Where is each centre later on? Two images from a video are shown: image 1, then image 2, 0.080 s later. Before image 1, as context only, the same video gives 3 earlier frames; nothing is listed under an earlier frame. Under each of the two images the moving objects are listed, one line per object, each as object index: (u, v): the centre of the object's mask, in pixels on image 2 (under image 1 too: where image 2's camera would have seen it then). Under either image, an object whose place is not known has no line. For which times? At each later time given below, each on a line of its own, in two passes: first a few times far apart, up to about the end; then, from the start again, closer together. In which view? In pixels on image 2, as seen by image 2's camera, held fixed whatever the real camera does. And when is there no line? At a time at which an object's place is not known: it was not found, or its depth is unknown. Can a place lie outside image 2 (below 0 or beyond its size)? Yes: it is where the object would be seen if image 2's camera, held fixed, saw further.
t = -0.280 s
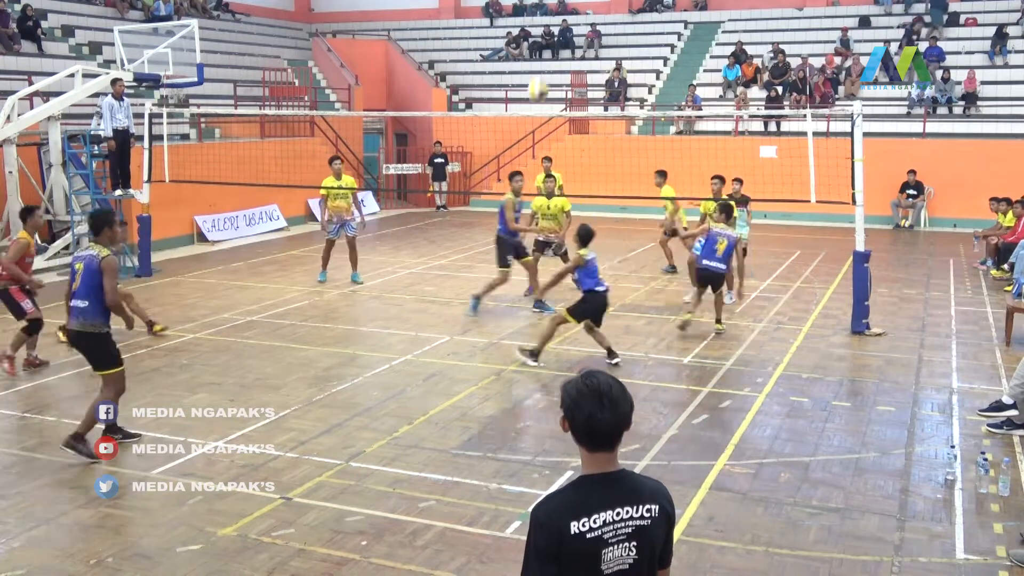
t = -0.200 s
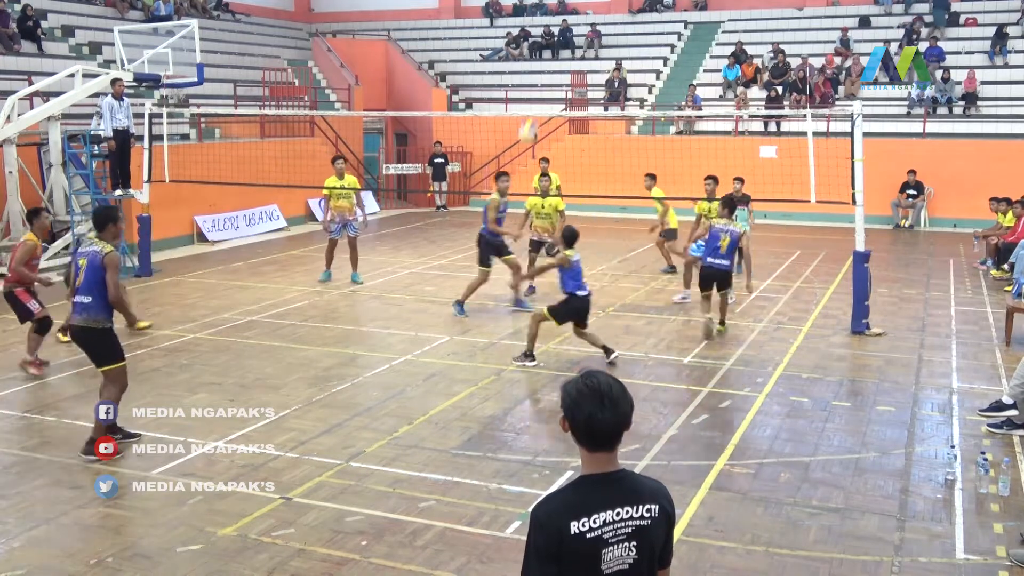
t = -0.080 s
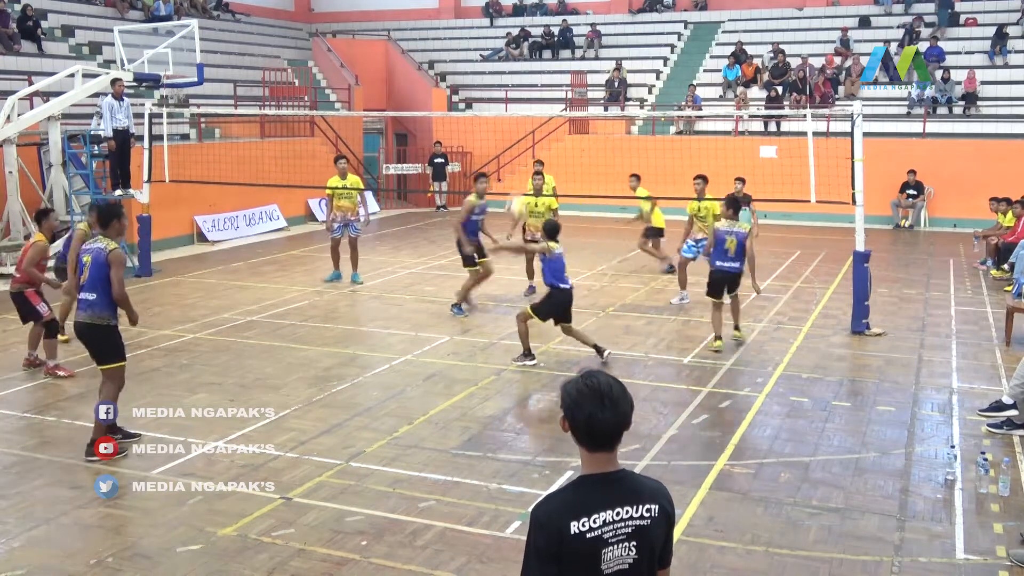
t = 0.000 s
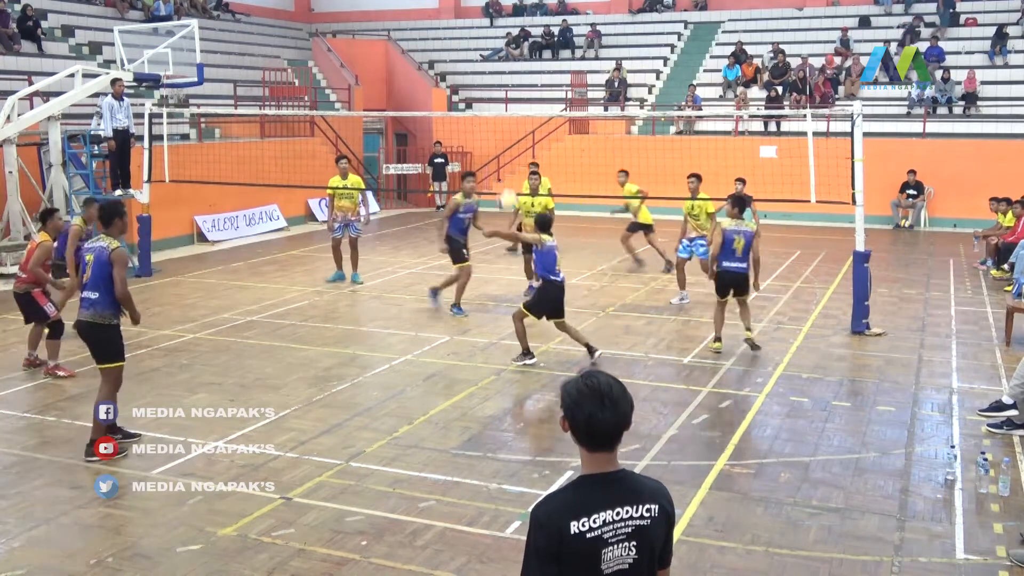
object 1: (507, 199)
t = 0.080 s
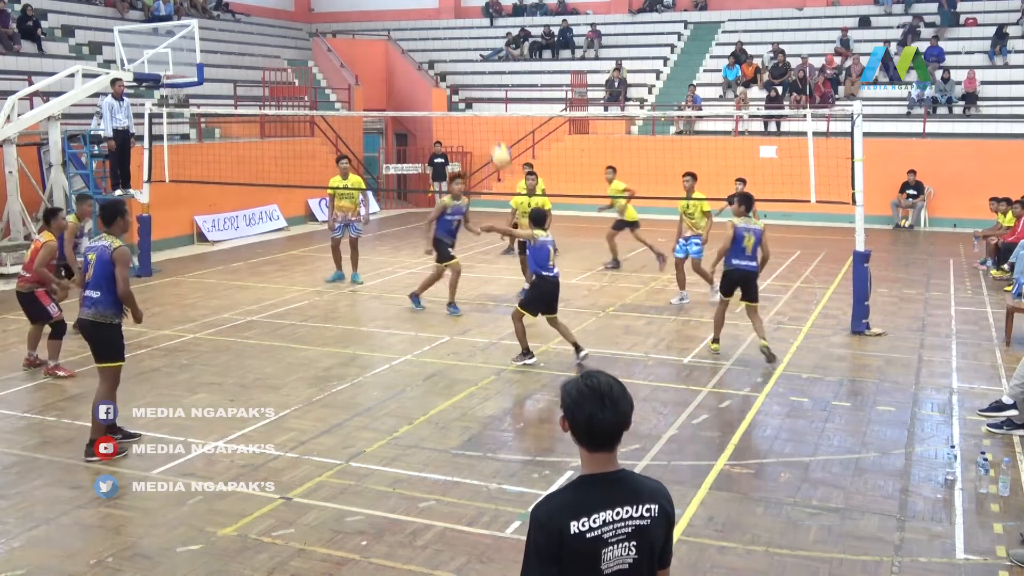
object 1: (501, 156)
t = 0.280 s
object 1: (484, 68)
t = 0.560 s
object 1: (459, 22)
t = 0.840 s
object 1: (438, 53)
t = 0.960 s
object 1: (431, 86)
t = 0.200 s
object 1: (489, 98)
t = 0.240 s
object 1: (486, 83)
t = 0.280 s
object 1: (484, 68)
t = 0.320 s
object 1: (479, 57)
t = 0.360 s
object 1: (476, 46)
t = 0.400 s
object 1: (472, 38)
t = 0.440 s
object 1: (469, 32)
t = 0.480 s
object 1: (466, 27)
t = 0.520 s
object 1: (462, 23)
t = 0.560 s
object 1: (459, 22)
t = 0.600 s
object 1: (455, 21)
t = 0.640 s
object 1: (452, 23)
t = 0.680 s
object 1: (449, 26)
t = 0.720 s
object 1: (446, 30)
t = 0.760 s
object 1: (443, 36)
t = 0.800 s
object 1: (441, 43)
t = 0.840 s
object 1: (438, 53)
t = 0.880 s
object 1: (436, 63)
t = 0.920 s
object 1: (434, 74)
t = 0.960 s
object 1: (431, 86)
